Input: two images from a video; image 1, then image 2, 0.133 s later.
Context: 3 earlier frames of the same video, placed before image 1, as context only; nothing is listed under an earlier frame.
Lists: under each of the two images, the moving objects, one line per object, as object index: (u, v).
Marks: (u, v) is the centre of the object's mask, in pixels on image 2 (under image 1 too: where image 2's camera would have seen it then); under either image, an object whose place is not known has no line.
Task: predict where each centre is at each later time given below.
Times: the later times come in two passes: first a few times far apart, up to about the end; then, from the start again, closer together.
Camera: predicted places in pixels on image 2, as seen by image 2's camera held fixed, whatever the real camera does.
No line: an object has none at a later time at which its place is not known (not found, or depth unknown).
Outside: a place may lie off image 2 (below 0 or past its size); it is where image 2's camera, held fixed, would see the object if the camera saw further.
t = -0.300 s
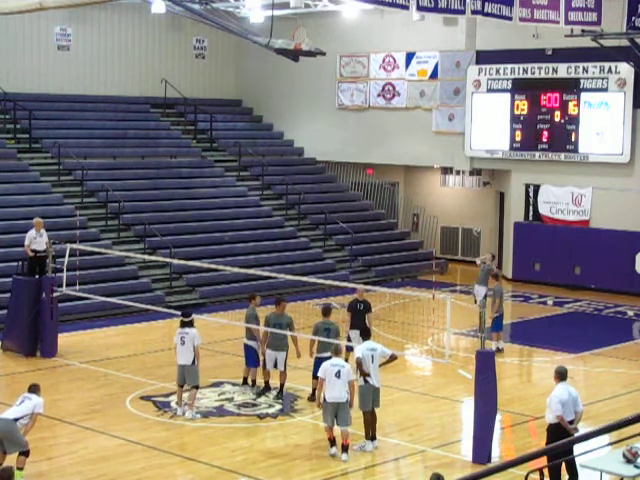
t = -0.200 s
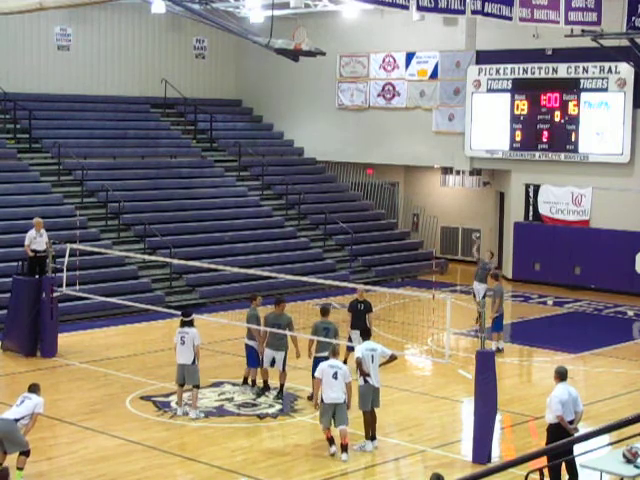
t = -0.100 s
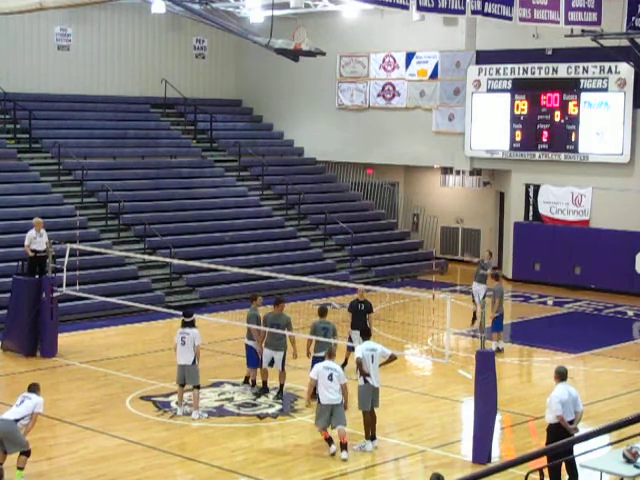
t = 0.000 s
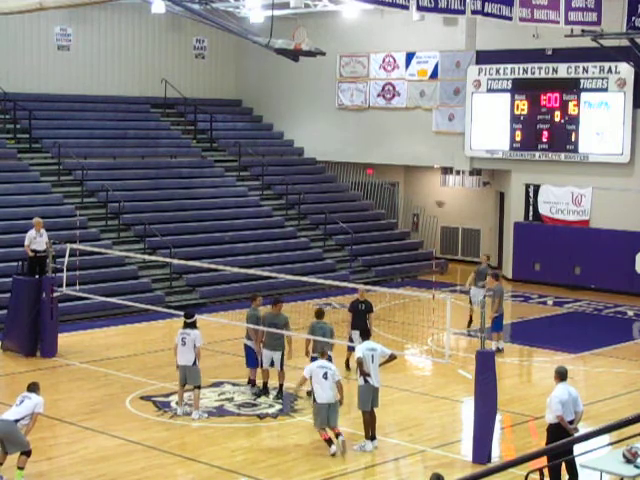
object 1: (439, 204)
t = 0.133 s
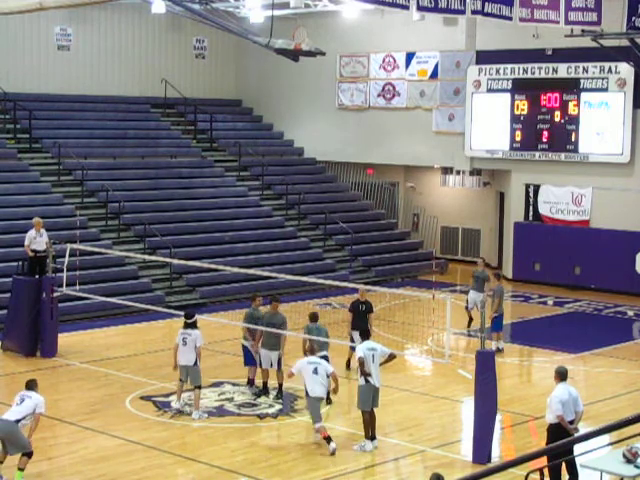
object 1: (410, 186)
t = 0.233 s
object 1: (386, 178)
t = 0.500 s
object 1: (310, 186)
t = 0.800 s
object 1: (199, 253)
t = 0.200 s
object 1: (394, 180)
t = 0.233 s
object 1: (386, 178)
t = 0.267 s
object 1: (378, 176)
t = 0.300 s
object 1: (370, 177)
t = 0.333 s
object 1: (359, 176)
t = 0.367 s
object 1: (349, 177)
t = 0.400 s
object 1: (340, 178)
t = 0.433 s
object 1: (330, 179)
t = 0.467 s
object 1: (319, 182)
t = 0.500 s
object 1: (310, 186)
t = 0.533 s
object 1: (298, 190)
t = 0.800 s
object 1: (199, 253)
